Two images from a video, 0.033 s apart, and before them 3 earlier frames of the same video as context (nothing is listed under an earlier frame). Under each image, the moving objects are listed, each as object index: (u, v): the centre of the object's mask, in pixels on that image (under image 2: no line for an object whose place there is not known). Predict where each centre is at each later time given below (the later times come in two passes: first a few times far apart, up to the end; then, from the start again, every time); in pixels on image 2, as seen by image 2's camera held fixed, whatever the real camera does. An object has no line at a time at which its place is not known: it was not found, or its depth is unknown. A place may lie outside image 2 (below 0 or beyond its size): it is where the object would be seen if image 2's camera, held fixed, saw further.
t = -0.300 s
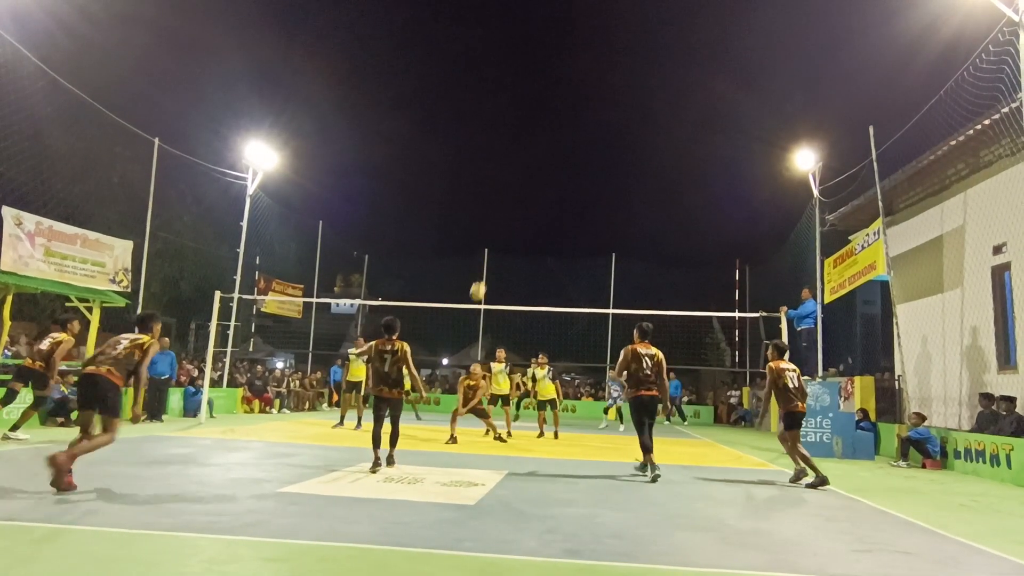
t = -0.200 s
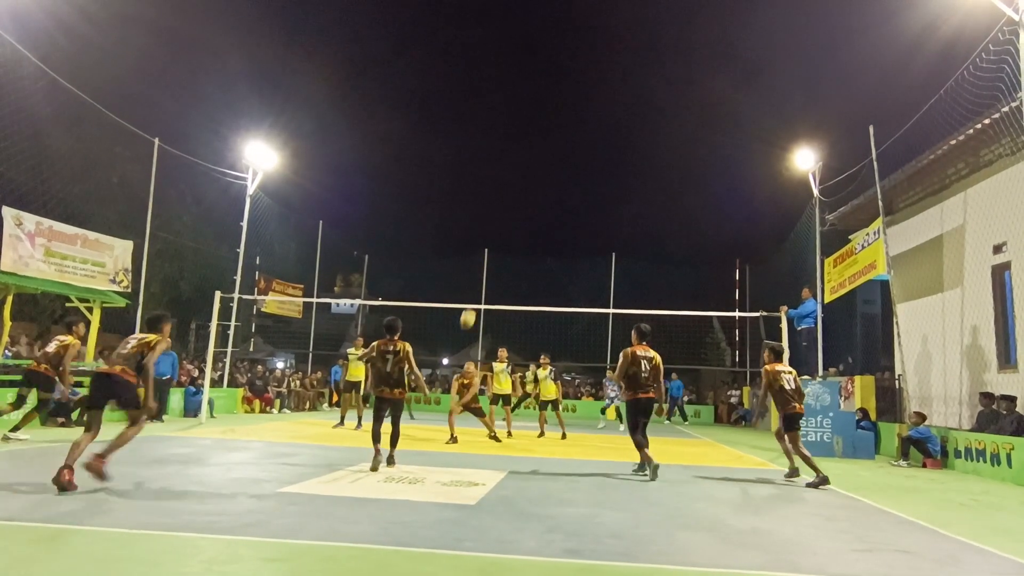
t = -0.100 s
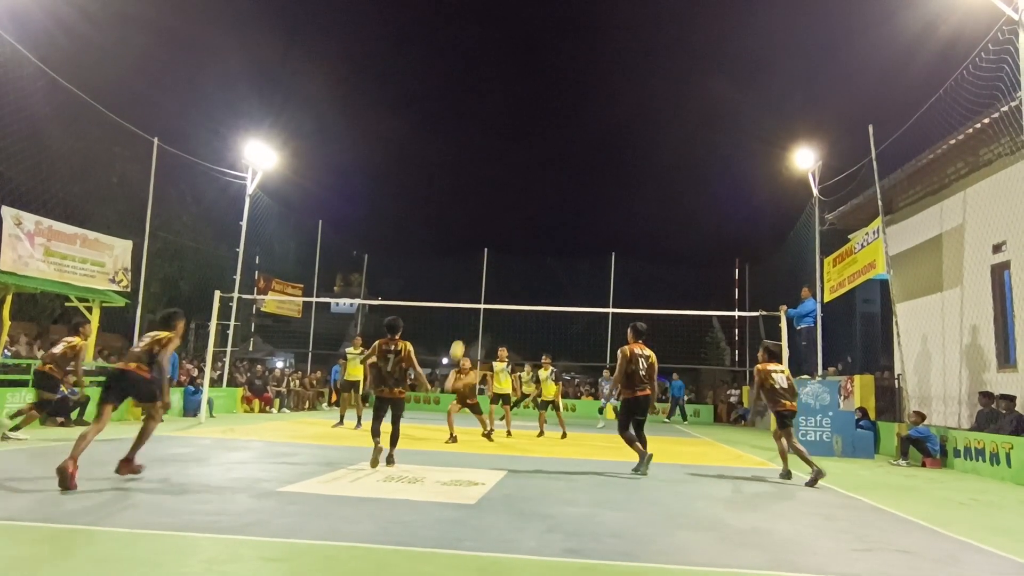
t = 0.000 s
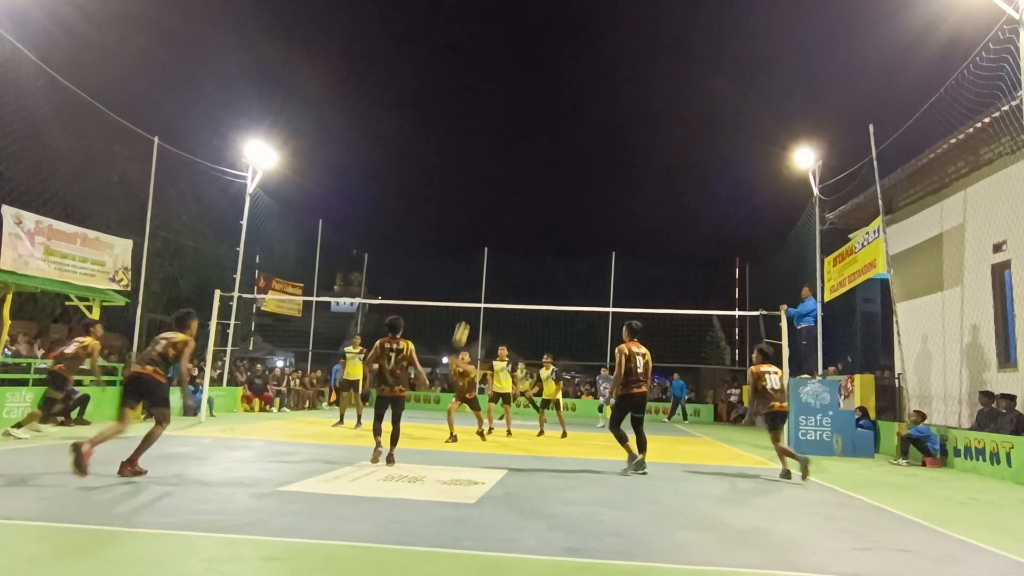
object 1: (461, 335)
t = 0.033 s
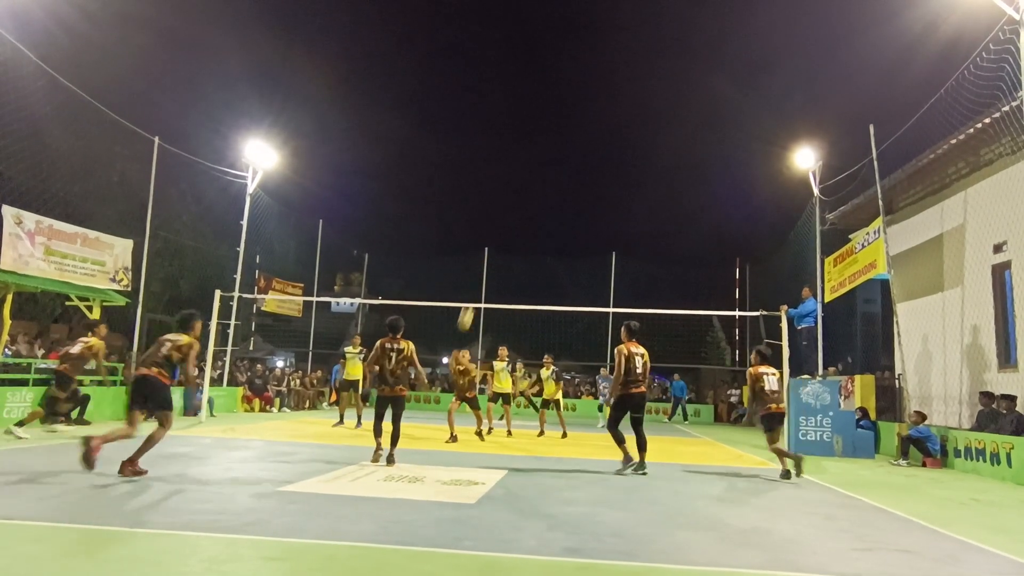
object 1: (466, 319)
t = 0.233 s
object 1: (494, 231)
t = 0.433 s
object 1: (520, 171)
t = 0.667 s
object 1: (550, 133)
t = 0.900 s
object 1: (578, 127)
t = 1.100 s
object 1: (601, 146)
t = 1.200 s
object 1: (612, 164)
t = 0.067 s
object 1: (470, 302)
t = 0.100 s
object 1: (475, 286)
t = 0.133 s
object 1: (480, 271)
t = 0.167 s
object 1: (485, 257)
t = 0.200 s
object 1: (489, 243)
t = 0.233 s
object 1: (494, 231)
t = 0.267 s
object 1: (498, 219)
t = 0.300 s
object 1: (503, 208)
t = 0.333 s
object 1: (507, 198)
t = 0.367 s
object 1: (512, 189)
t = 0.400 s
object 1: (516, 180)
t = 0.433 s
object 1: (520, 171)
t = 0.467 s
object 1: (525, 164)
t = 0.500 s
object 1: (529, 157)
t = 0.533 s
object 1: (533, 152)
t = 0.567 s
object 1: (538, 146)
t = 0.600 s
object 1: (542, 141)
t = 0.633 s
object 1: (546, 137)
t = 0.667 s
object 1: (550, 133)
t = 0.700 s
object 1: (554, 130)
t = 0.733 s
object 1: (558, 128)
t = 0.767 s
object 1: (562, 127)
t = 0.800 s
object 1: (566, 126)
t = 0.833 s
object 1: (570, 125)
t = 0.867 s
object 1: (574, 126)
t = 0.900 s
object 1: (578, 127)
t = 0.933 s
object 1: (582, 129)
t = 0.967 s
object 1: (585, 131)
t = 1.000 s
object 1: (589, 134)
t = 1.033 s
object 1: (593, 137)
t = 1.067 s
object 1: (597, 141)
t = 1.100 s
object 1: (601, 146)
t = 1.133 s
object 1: (605, 152)
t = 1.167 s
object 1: (608, 158)
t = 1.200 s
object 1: (612, 164)
